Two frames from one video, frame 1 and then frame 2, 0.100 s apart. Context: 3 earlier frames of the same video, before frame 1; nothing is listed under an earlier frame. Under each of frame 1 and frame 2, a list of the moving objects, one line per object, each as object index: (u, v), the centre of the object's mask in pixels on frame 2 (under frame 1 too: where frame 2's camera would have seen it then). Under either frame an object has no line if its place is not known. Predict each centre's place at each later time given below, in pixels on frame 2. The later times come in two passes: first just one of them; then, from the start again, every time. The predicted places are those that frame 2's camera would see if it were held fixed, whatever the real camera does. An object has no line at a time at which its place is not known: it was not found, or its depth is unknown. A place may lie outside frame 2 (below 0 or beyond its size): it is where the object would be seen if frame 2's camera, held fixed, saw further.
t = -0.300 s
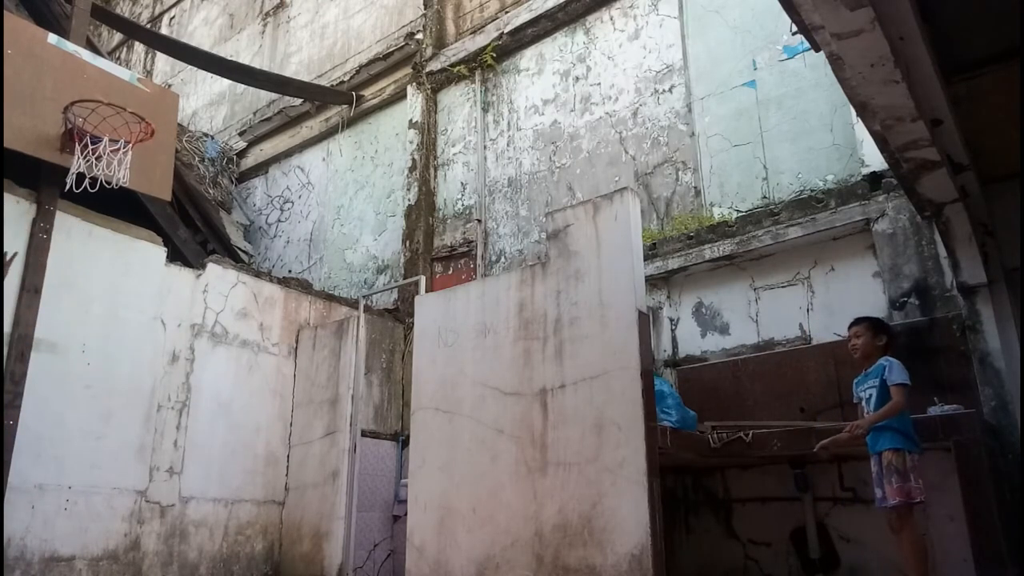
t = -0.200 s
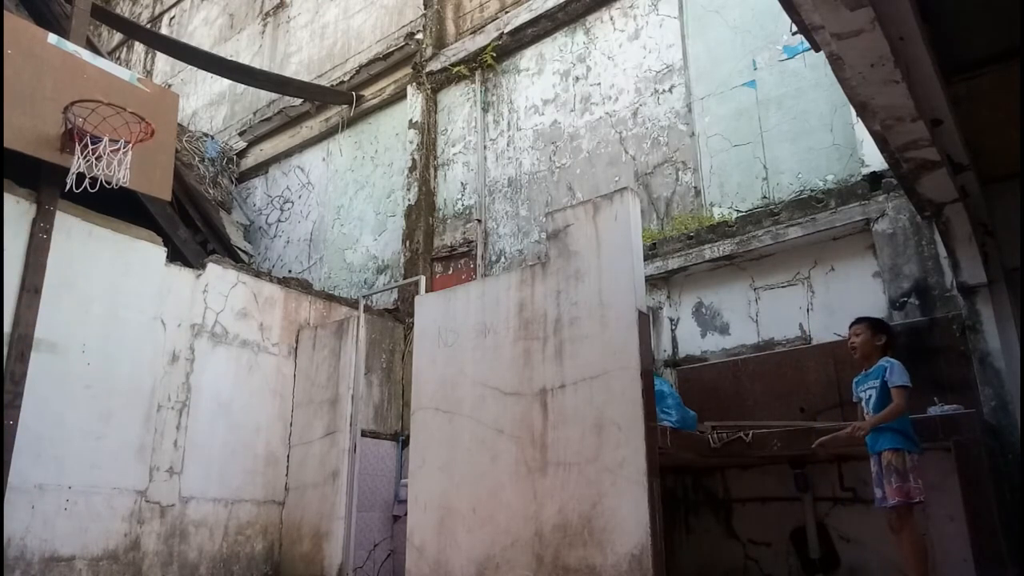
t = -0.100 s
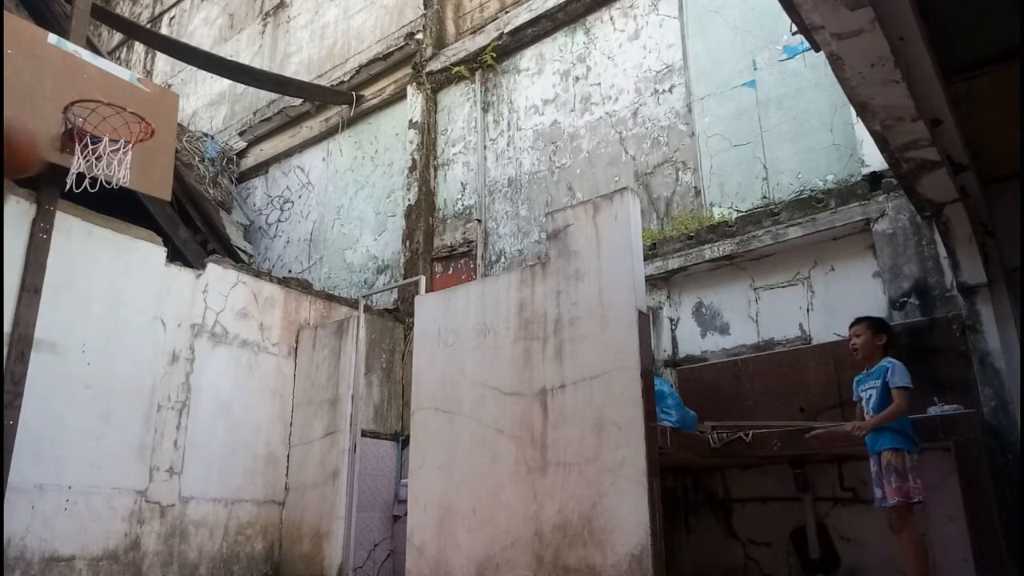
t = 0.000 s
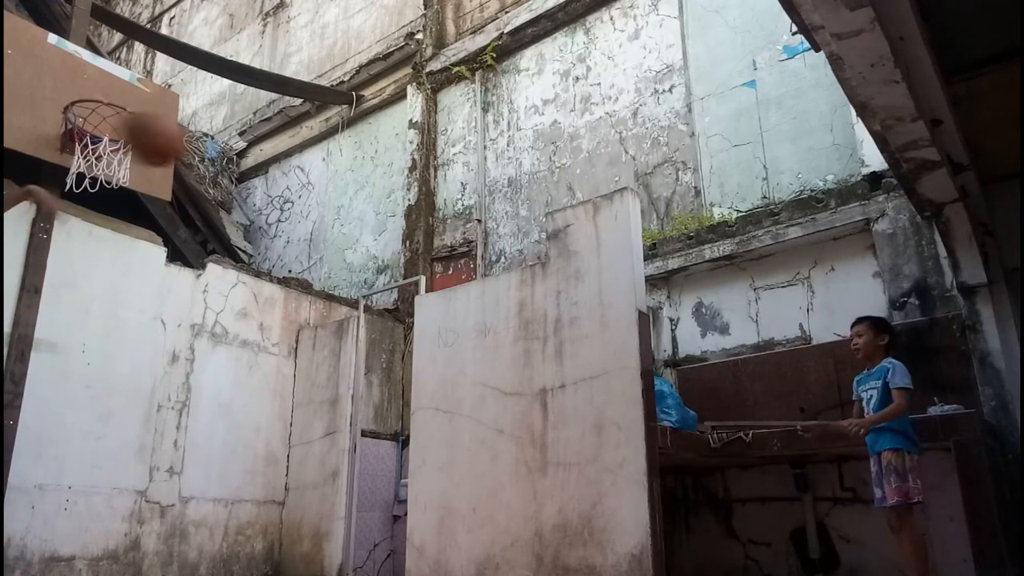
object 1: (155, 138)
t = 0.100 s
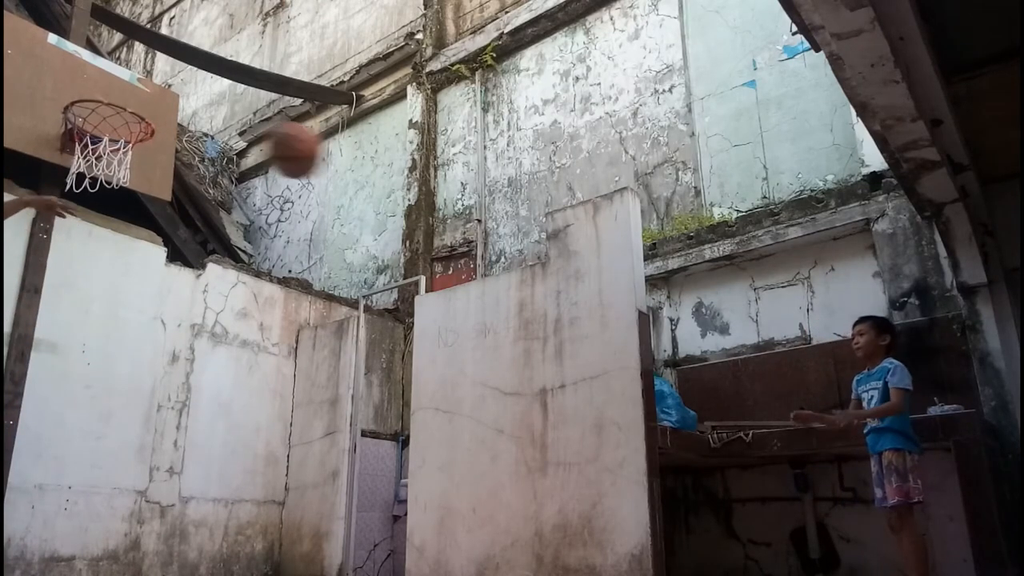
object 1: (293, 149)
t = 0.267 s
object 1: (501, 214)
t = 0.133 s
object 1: (338, 158)
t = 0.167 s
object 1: (381, 170)
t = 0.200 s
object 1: (422, 182)
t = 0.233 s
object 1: (464, 198)
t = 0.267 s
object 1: (501, 214)
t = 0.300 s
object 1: (543, 233)
